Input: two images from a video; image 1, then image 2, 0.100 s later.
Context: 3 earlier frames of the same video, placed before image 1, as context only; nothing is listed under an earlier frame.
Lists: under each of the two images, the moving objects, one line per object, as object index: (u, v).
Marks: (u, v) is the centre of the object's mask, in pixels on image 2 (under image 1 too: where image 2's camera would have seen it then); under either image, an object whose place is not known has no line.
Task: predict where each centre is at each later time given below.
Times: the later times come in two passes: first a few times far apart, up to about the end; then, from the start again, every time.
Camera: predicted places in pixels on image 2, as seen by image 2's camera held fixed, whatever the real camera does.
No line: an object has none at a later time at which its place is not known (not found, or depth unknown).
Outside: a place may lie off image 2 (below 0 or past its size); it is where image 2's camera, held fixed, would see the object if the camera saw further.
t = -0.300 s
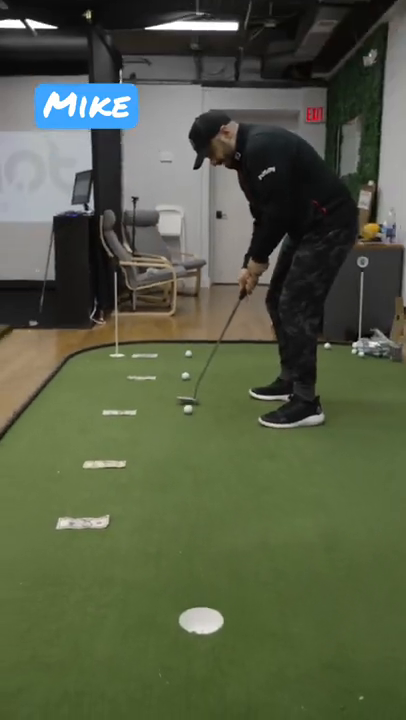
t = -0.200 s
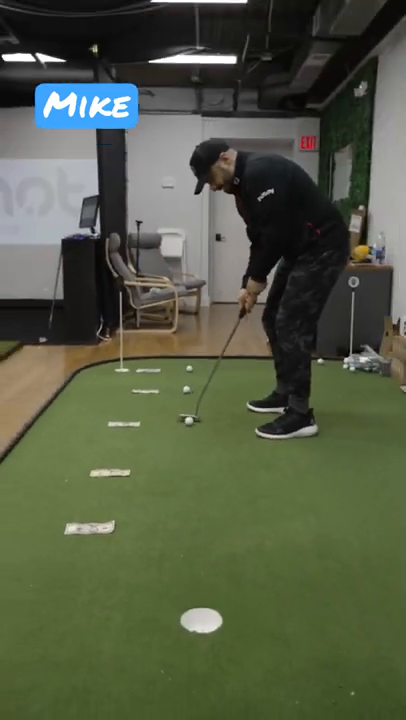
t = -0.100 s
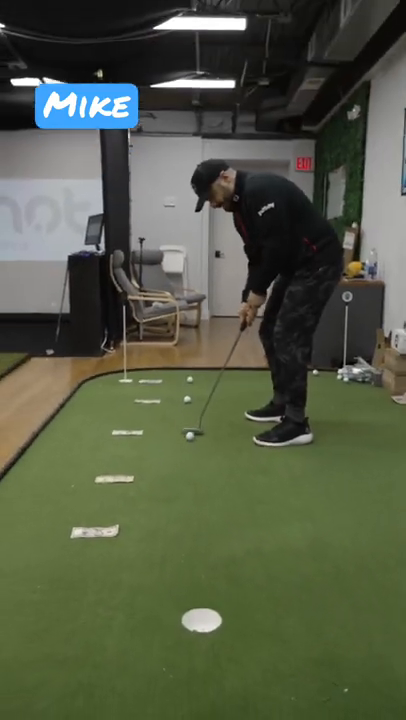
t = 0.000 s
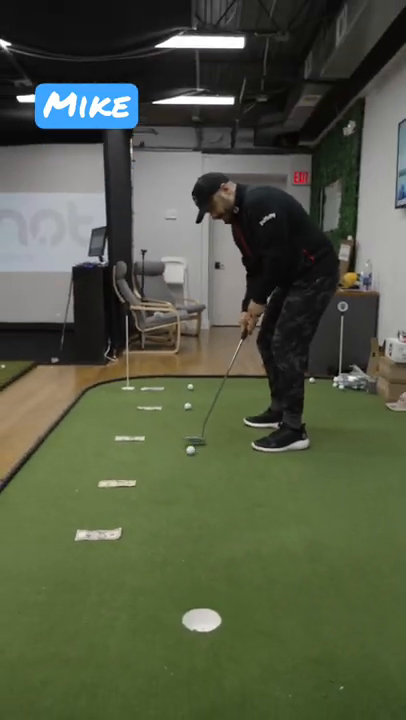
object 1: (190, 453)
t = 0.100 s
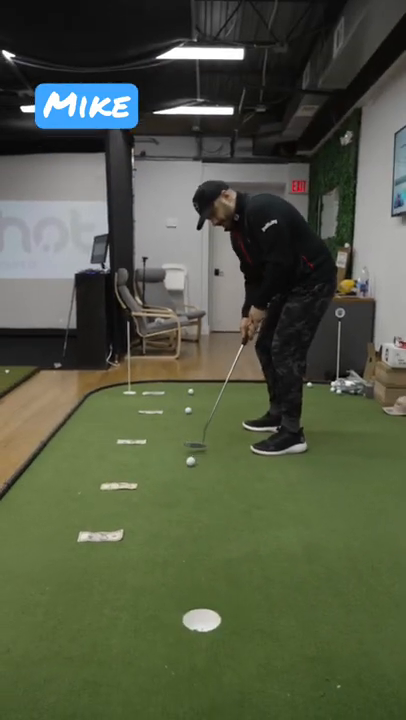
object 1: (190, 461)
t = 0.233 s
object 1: (190, 472)
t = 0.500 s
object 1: (189, 496)
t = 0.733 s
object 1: (186, 520)
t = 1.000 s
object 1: (180, 549)
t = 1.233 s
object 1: (172, 577)
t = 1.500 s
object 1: (164, 609)
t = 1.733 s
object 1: (157, 636)
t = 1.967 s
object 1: (156, 662)
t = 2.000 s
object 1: (156, 666)
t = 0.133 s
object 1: (190, 464)
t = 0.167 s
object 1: (190, 467)
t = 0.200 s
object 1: (190, 469)
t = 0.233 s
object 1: (190, 472)
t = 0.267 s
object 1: (190, 475)
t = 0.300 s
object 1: (190, 478)
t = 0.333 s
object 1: (189, 481)
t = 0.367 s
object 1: (189, 484)
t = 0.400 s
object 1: (189, 486)
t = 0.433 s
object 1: (189, 489)
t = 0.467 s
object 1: (189, 493)
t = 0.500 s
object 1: (189, 496)
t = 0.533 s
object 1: (189, 499)
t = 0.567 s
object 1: (188, 502)
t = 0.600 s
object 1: (188, 506)
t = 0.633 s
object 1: (187, 510)
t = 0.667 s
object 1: (187, 513)
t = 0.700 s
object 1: (186, 516)
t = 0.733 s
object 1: (186, 520)
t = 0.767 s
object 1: (185, 523)
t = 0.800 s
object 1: (184, 527)
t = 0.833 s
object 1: (184, 531)
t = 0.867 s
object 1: (183, 534)
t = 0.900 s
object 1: (182, 538)
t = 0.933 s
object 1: (181, 542)
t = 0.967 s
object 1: (180, 545)
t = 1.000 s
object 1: (180, 549)
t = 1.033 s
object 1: (179, 553)
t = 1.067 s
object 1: (178, 557)
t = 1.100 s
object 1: (176, 561)
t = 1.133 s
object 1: (176, 565)
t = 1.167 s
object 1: (174, 569)
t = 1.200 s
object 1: (173, 573)
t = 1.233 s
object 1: (172, 577)
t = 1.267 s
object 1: (171, 581)
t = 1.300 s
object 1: (170, 585)
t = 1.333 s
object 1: (169, 589)
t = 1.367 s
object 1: (168, 593)
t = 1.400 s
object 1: (167, 597)
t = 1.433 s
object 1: (166, 601)
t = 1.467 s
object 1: (165, 605)
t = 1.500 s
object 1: (164, 609)
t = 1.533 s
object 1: (162, 613)
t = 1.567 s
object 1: (161, 617)
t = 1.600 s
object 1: (160, 621)
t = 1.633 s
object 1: (159, 624)
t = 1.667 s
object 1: (159, 628)
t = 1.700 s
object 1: (158, 632)
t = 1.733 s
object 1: (157, 636)
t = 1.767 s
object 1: (157, 639)
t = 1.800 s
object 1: (156, 643)
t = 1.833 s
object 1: (156, 647)
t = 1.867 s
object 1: (156, 651)
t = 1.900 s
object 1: (156, 654)
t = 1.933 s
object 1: (156, 658)
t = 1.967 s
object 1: (156, 662)
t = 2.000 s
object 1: (156, 666)
